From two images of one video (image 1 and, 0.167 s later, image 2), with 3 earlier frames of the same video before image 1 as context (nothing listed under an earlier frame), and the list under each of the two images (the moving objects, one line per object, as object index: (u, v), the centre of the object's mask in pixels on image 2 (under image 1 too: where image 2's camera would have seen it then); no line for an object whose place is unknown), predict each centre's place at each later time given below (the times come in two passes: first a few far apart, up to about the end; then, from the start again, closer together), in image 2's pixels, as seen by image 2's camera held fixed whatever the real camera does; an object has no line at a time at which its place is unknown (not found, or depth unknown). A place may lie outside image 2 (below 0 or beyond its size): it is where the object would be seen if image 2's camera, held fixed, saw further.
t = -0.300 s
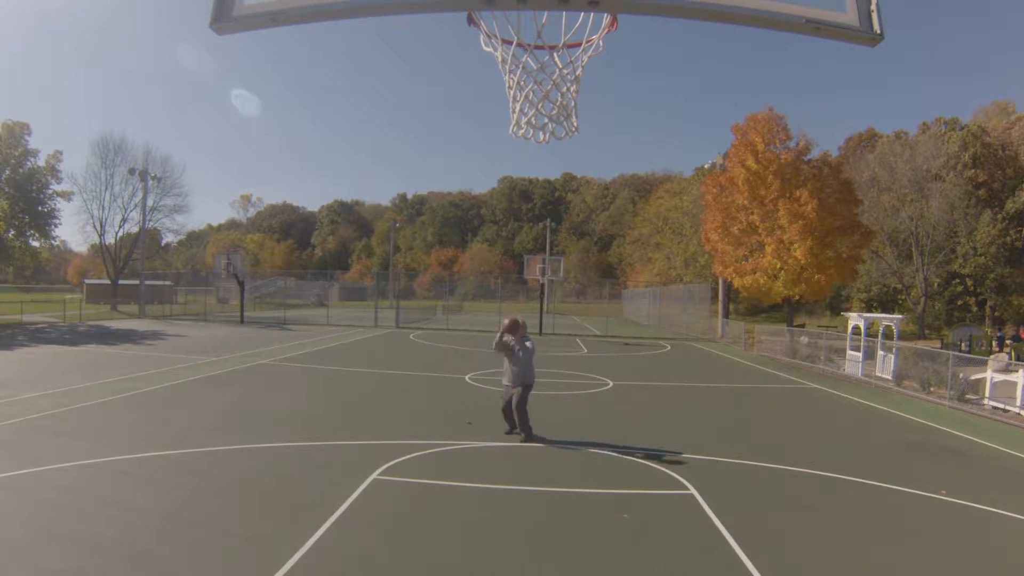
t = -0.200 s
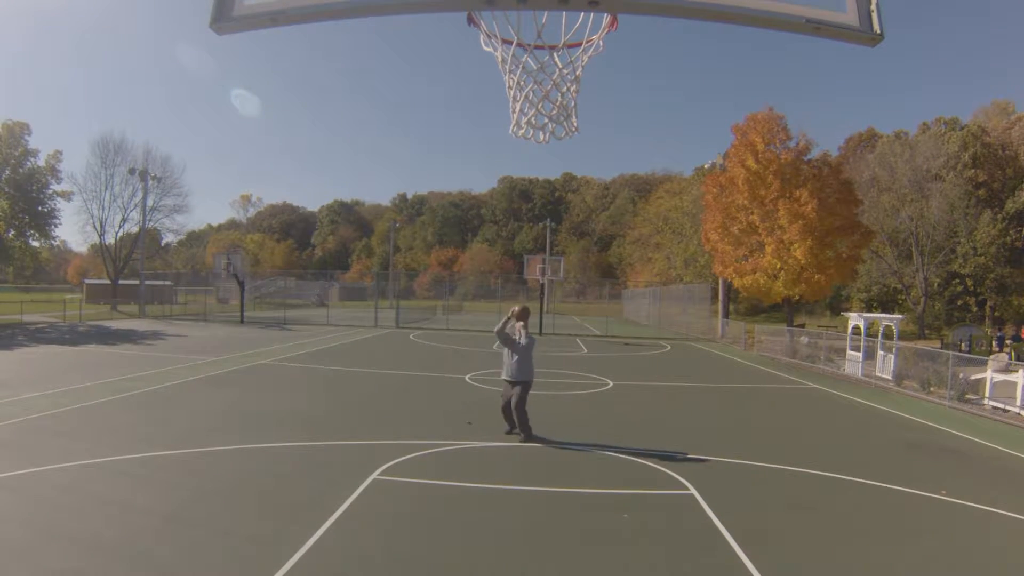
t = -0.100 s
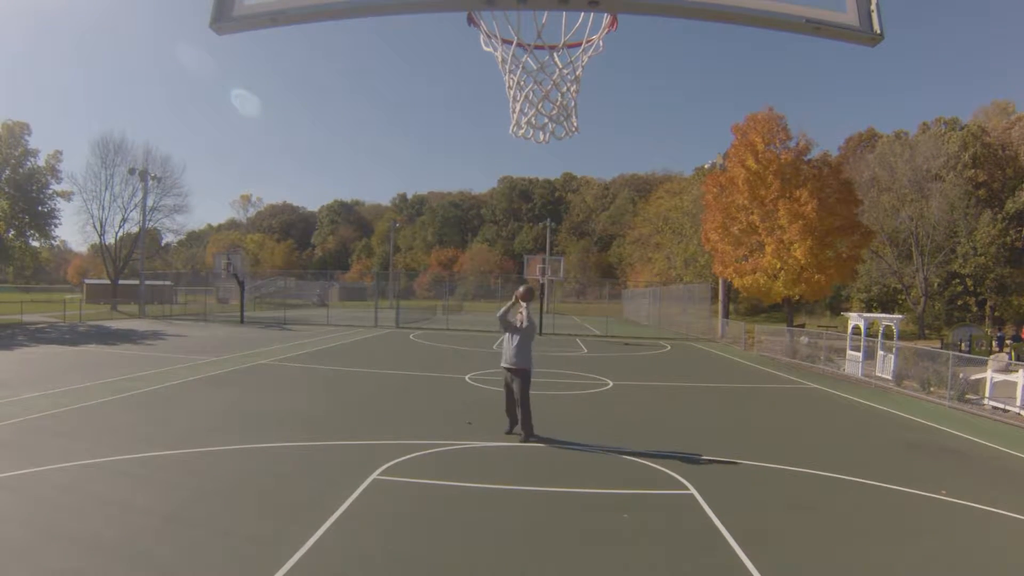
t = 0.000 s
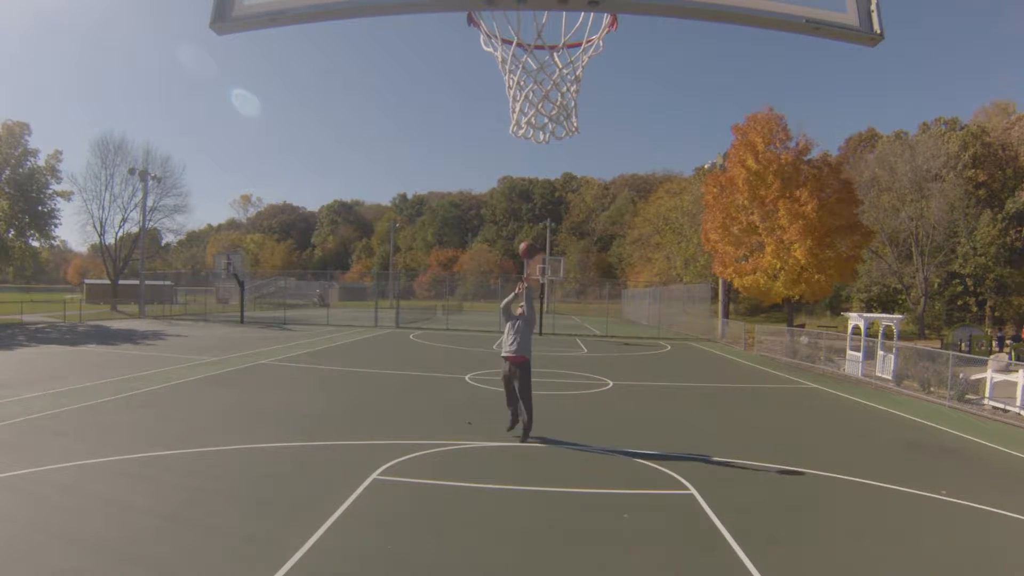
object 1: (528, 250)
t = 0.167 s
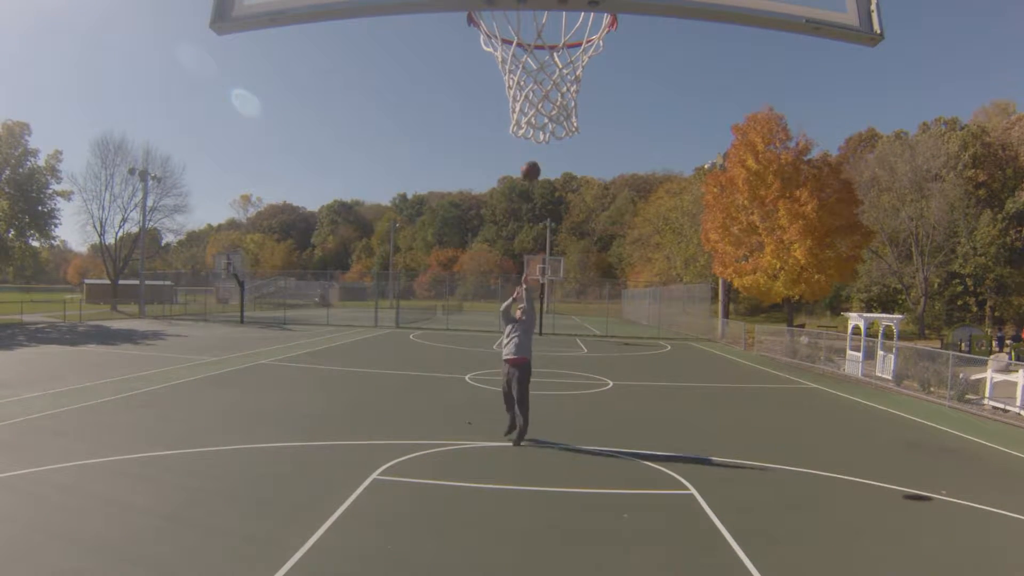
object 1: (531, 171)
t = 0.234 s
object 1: (532, 144)
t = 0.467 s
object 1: (538, 53)
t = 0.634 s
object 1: (535, 14)
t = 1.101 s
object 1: (550, 16)
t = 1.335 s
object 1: (537, 45)
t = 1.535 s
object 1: (505, 125)
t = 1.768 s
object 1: (461, 394)
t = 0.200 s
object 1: (531, 156)
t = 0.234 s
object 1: (532, 144)
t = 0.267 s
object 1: (534, 130)
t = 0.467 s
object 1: (538, 53)
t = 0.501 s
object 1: (534, 41)
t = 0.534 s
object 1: (534, 32)
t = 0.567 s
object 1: (535, 22)
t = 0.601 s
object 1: (535, 17)
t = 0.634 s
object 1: (535, 14)
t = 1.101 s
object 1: (550, 16)
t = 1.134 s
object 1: (551, 24)
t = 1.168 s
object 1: (555, 38)
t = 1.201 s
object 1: (558, 52)
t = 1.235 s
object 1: (554, 68)
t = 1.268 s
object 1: (548, 43)
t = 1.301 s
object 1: (541, 37)
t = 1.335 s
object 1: (537, 45)
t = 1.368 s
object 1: (531, 48)
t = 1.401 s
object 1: (526, 53)
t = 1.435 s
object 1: (521, 65)
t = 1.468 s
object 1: (516, 80)
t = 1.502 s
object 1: (510, 103)
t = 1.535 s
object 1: (505, 125)
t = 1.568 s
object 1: (498, 150)
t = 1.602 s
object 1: (492, 184)
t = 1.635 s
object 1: (485, 218)
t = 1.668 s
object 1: (478, 257)
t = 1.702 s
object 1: (473, 299)
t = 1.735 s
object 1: (467, 345)
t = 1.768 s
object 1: (461, 394)
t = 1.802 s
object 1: (455, 444)
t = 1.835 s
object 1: (449, 494)
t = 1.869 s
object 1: (444, 544)
